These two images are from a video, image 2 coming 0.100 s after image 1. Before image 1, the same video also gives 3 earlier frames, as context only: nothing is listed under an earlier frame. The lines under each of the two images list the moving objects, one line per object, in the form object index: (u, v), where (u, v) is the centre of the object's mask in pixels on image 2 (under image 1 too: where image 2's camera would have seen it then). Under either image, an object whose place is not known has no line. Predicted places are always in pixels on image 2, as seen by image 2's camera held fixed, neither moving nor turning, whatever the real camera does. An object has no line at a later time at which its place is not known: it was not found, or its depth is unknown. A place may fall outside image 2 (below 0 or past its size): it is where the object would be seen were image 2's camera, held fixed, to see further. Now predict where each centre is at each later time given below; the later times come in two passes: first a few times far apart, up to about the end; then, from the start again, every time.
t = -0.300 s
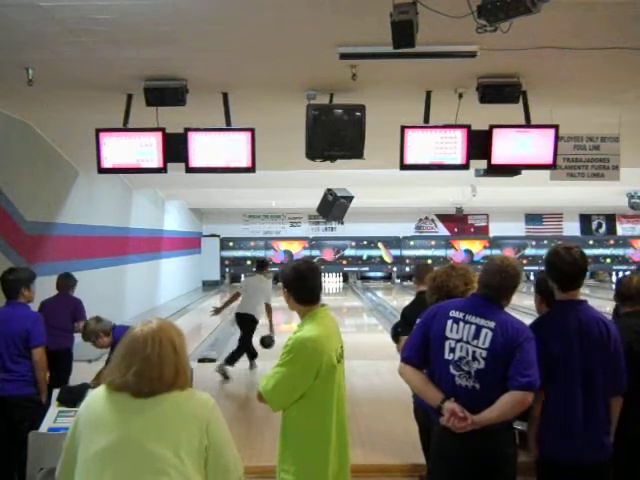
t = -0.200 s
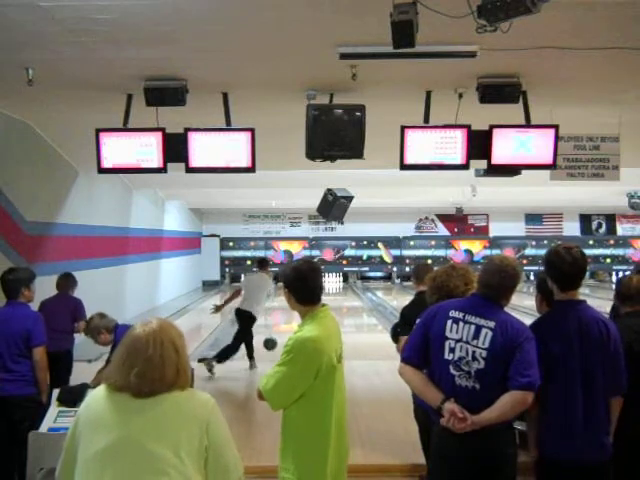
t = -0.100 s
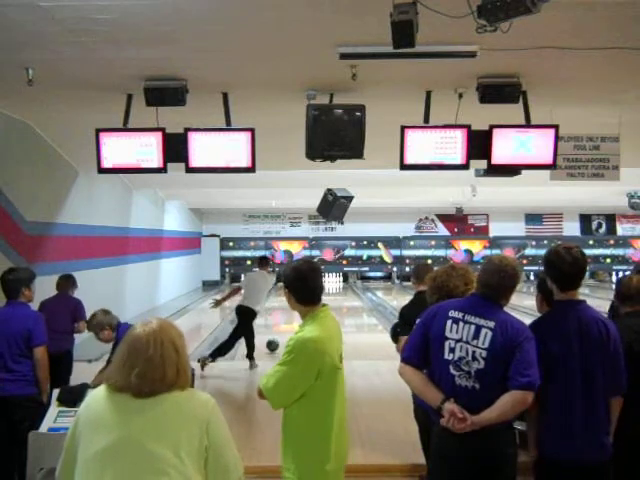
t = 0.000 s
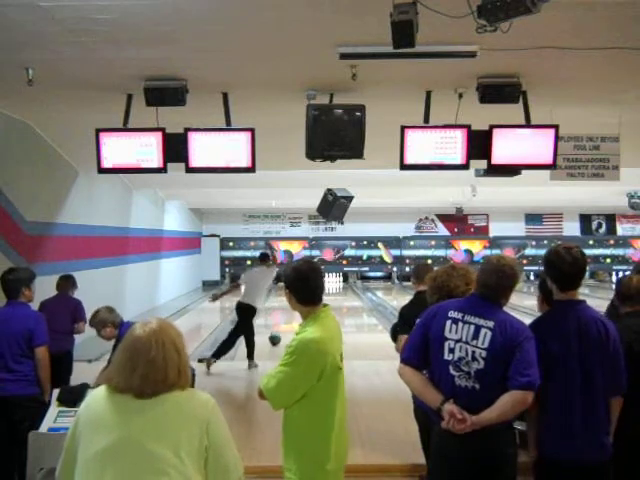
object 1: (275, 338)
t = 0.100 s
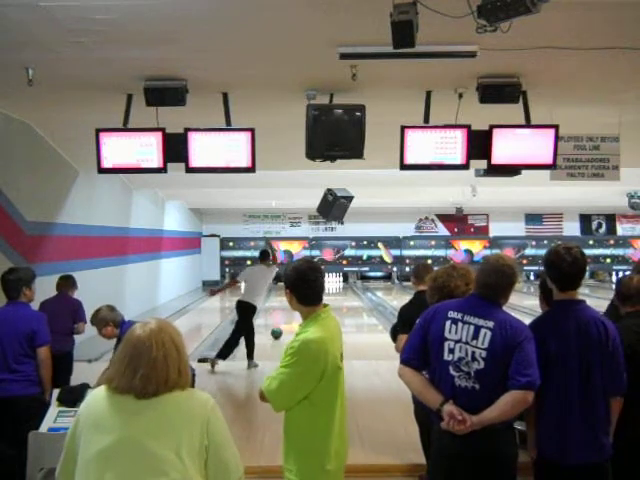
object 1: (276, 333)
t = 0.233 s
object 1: (278, 326)
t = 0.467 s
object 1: (281, 317)
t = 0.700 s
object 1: (283, 309)
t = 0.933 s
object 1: (284, 304)
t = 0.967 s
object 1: (284, 303)
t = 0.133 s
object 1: (277, 331)
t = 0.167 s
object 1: (277, 329)
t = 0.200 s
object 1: (278, 328)
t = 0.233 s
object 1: (278, 326)
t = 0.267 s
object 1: (279, 325)
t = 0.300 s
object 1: (279, 323)
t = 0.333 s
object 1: (280, 322)
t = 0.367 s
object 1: (280, 320)
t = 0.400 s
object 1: (281, 319)
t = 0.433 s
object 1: (281, 318)
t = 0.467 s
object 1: (281, 317)
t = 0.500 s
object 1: (282, 316)
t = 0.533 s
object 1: (282, 315)
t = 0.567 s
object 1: (282, 313)
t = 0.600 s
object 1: (283, 313)
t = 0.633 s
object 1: (283, 312)
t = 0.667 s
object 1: (283, 310)
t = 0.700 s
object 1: (283, 309)
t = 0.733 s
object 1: (283, 308)
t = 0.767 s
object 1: (283, 307)
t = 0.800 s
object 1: (284, 306)
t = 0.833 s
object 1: (284, 305)
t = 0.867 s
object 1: (284, 305)
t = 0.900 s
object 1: (284, 304)
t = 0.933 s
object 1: (284, 304)
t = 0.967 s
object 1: (284, 303)
